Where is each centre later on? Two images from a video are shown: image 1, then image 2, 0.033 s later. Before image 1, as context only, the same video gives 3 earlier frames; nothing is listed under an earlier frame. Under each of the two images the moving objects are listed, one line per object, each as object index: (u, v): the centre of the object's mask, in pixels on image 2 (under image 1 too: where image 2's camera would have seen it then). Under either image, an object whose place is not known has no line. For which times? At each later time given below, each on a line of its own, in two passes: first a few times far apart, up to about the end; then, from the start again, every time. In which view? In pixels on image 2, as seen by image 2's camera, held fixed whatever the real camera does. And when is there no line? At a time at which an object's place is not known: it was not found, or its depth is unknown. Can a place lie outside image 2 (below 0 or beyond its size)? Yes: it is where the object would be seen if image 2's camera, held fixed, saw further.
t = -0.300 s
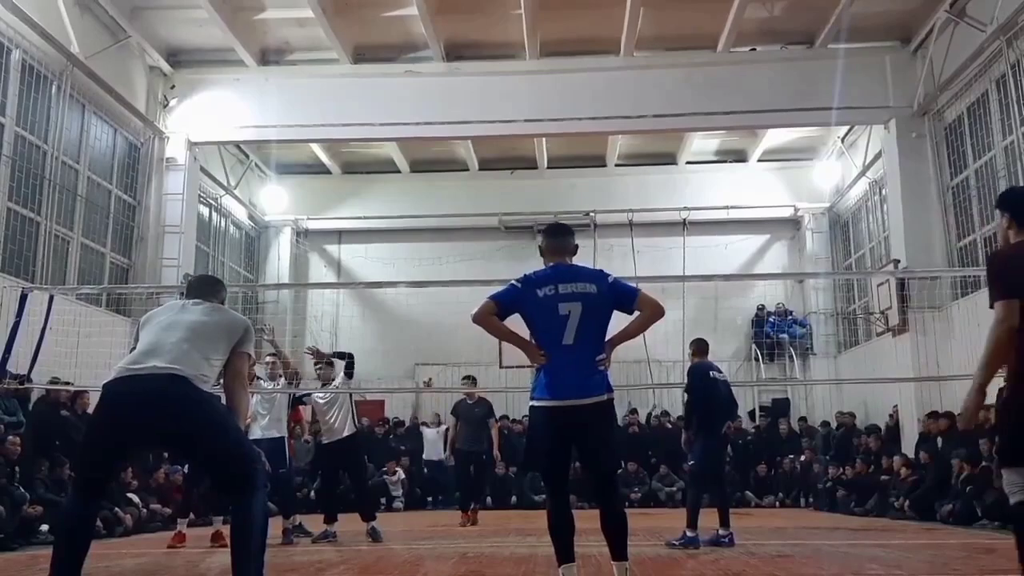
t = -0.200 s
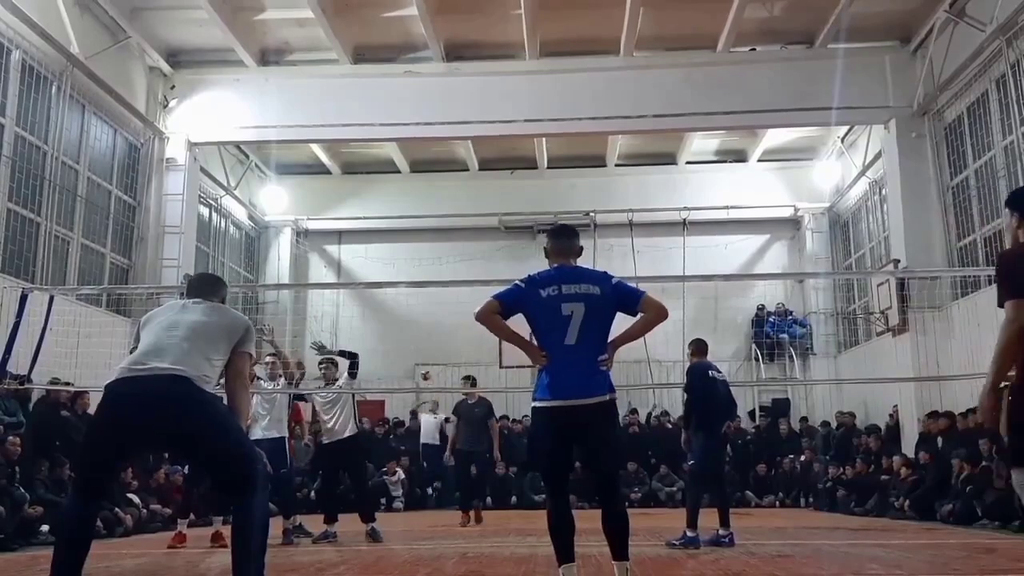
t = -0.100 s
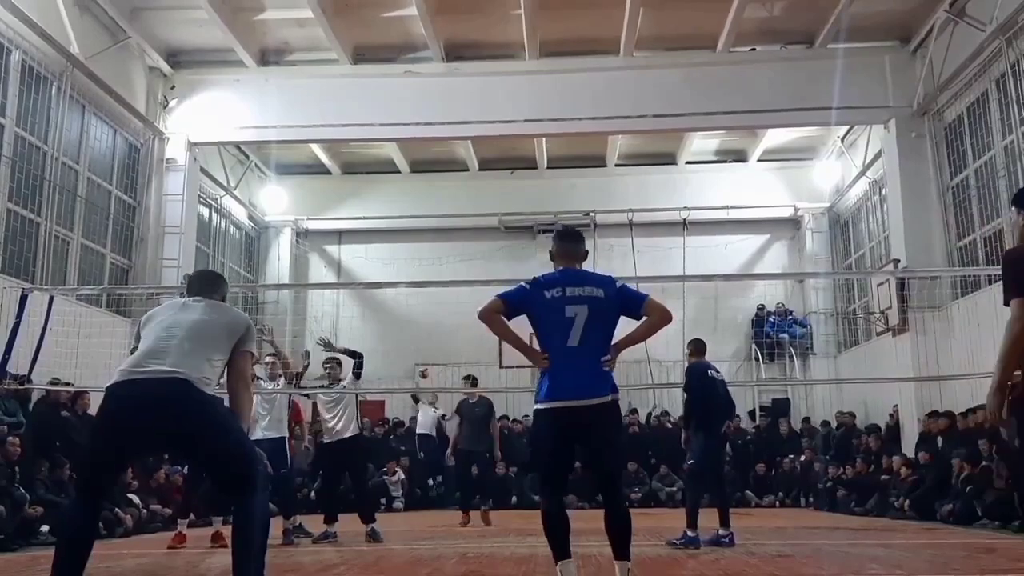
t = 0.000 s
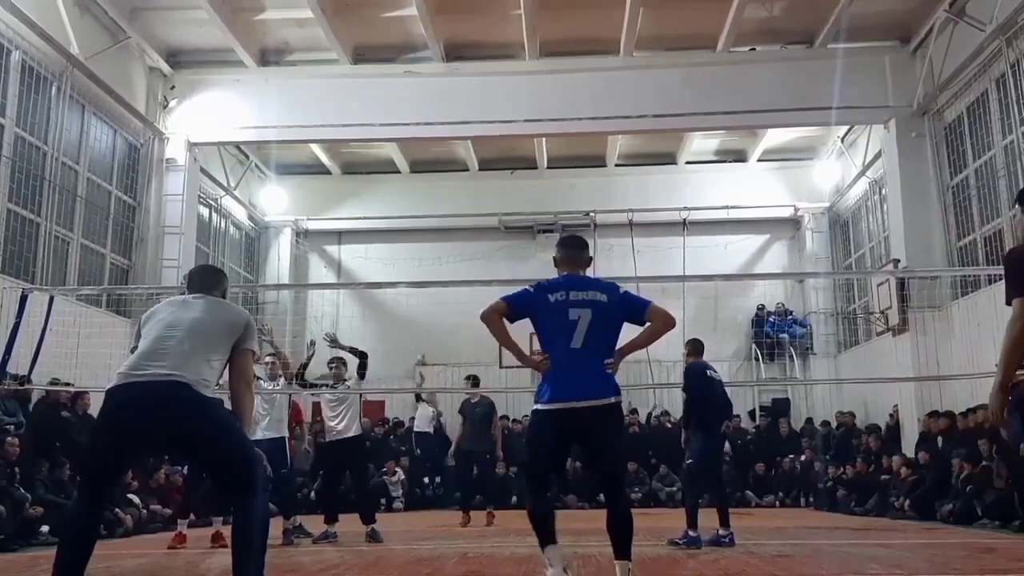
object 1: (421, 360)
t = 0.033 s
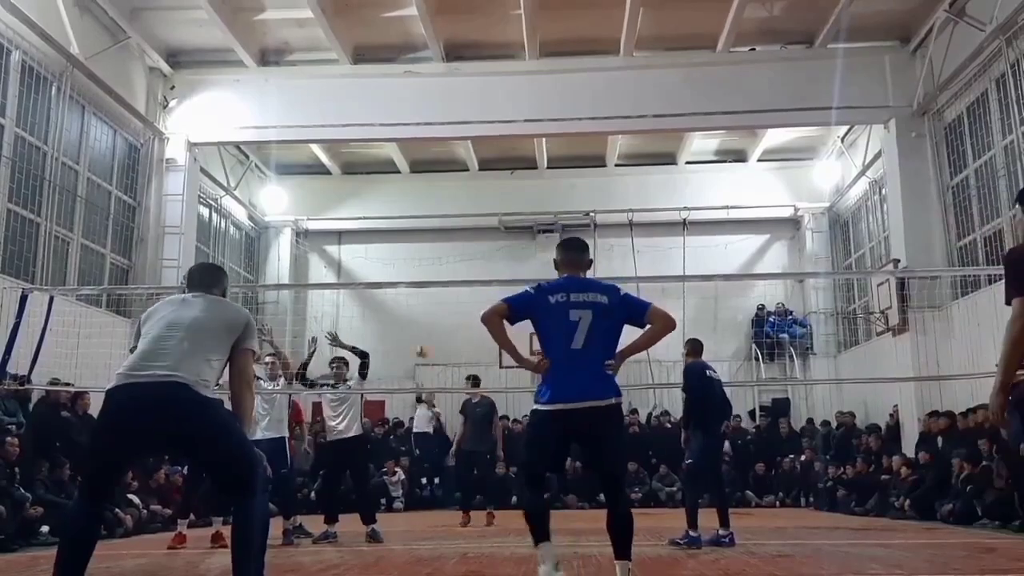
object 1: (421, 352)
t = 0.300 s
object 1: (420, 286)
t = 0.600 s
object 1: (424, 228)
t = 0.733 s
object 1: (430, 215)
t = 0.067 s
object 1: (422, 344)
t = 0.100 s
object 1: (421, 335)
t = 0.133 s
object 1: (421, 326)
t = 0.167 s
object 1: (421, 318)
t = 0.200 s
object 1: (420, 309)
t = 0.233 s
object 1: (420, 300)
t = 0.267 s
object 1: (419, 294)
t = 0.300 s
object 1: (420, 286)
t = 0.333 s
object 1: (421, 276)
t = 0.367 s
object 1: (421, 271)
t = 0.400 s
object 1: (422, 264)
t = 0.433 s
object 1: (422, 257)
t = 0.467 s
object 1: (422, 251)
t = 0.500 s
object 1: (422, 244)
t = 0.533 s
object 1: (423, 238)
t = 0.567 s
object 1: (423, 234)
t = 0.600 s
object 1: (424, 228)
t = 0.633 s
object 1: (425, 224)
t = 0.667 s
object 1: (426, 220)
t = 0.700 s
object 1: (428, 217)
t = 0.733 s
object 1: (430, 215)
